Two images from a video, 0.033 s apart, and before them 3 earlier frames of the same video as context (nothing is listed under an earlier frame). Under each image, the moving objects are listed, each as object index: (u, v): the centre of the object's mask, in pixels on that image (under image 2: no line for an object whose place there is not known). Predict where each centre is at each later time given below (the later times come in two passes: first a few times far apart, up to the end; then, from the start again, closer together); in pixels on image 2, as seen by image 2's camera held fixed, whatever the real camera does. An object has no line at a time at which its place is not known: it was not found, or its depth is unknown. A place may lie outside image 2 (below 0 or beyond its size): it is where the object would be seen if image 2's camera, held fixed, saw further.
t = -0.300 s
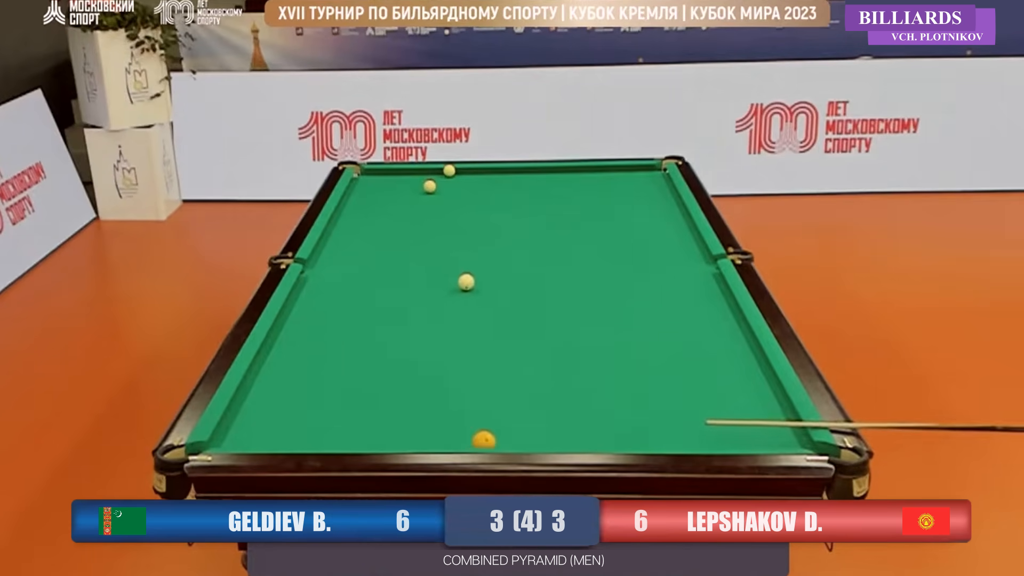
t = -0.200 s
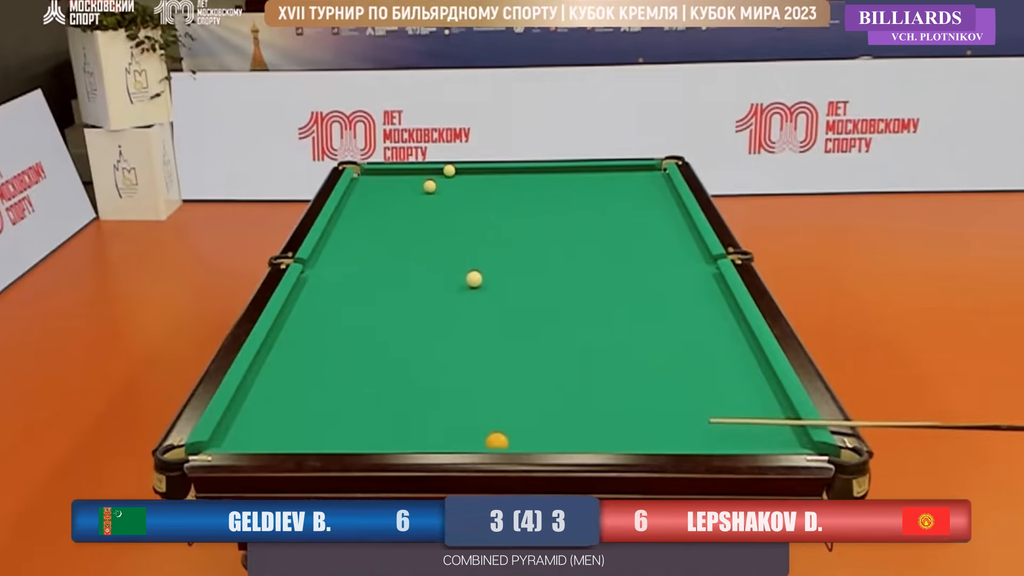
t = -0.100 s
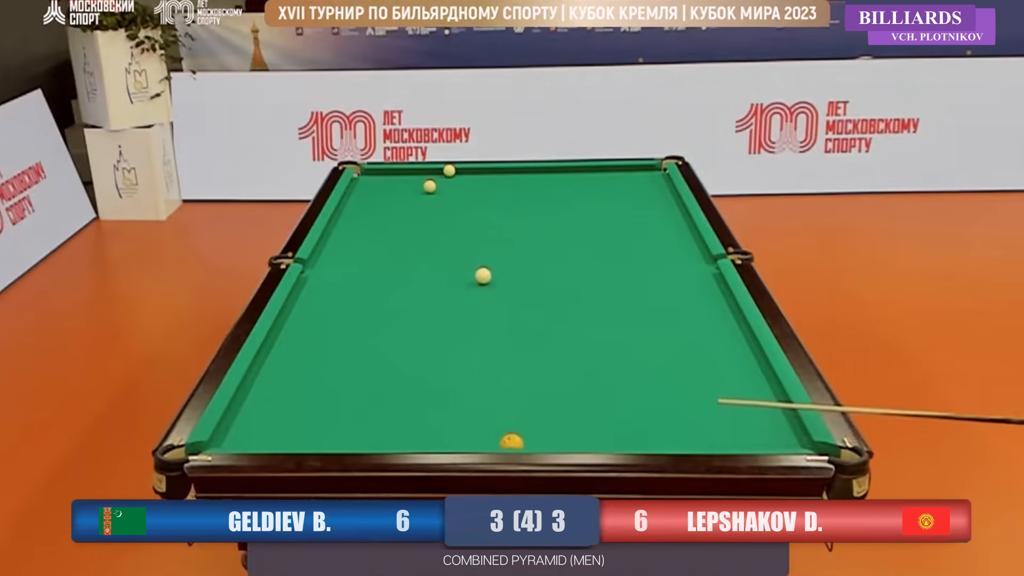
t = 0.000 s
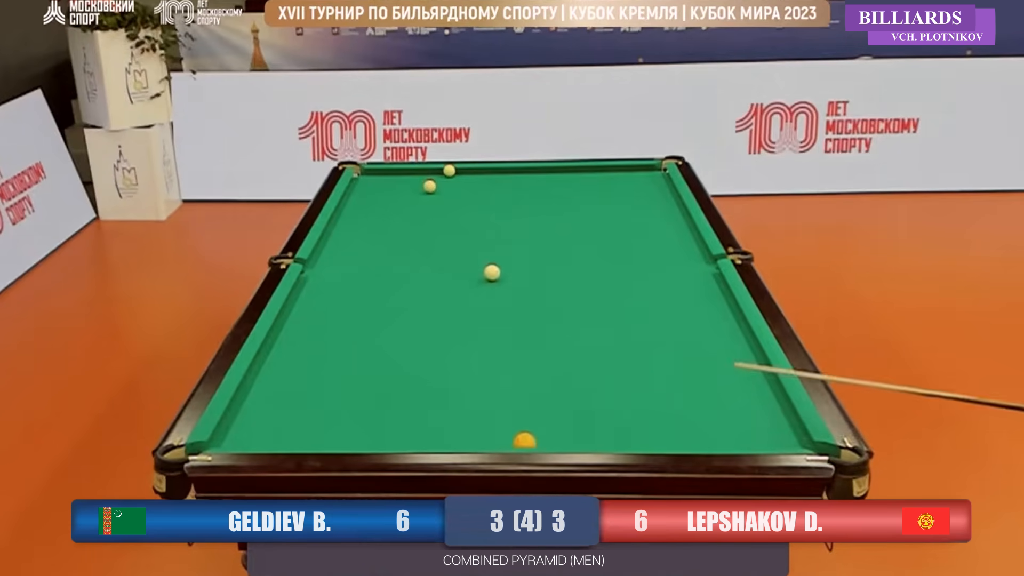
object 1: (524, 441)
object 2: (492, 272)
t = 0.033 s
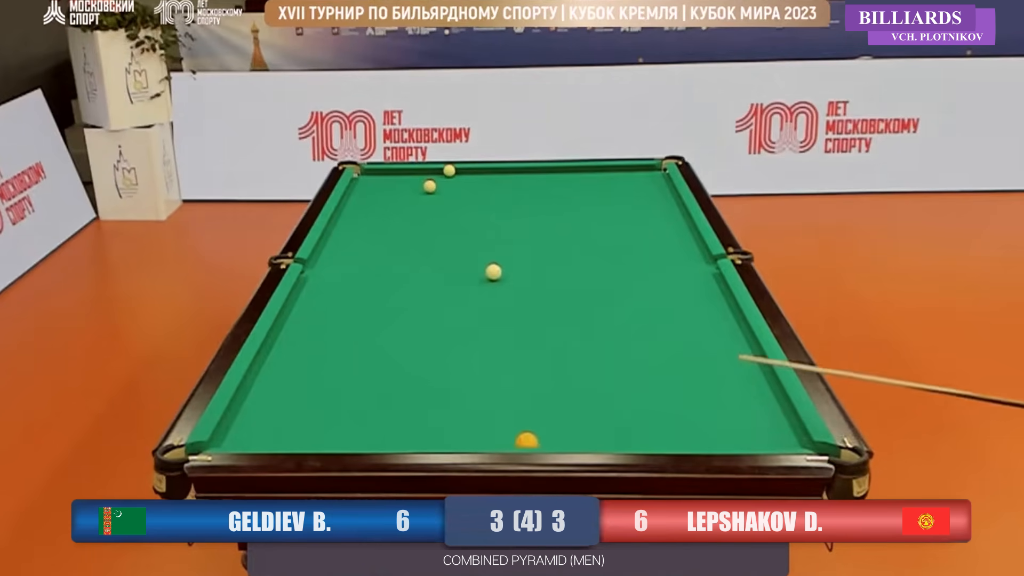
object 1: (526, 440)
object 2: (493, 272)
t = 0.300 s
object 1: (559, 439)
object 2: (516, 264)
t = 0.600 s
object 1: (590, 437)
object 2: (536, 256)
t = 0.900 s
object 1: (620, 435)
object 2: (557, 249)
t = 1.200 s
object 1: (648, 434)
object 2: (575, 242)
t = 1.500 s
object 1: (674, 432)
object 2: (593, 236)
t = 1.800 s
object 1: (697, 430)
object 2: (608, 230)
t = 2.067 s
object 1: (717, 428)
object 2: (621, 226)
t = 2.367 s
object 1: (736, 427)
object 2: (635, 221)
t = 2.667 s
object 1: (754, 426)
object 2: (648, 216)
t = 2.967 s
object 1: (769, 425)
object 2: (659, 212)
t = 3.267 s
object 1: (783, 424)
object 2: (670, 208)
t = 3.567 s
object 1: (789, 423)
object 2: (677, 205)
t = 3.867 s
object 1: (783, 423)
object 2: (671, 203)
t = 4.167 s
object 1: (779, 422)
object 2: (665, 201)
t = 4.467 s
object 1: (778, 422)
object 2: (660, 199)
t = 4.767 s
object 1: (778, 422)
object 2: (656, 198)
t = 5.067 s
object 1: (778, 422)
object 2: (653, 197)
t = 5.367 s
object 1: (778, 422)
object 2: (650, 196)
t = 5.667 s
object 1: (778, 422)
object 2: (648, 196)
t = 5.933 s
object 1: (778, 422)
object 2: (647, 196)
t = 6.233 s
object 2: (647, 196)
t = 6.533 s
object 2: (647, 195)
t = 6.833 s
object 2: (647, 195)
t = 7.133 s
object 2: (647, 195)
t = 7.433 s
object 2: (647, 195)
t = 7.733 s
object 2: (647, 195)
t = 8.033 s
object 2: (647, 195)
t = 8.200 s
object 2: (647, 195)
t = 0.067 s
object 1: (530, 440)
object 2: (496, 271)
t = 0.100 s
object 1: (535, 440)
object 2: (499, 270)
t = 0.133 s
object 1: (539, 440)
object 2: (502, 269)
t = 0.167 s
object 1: (543, 440)
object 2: (505, 268)
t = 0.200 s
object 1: (545, 439)
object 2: (506, 267)
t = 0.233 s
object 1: (551, 439)
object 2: (510, 266)
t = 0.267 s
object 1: (555, 439)
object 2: (513, 265)
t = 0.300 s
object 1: (559, 439)
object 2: (516, 264)
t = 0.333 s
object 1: (561, 439)
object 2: (517, 263)
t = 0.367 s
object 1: (565, 438)
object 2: (520, 262)
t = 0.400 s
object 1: (569, 438)
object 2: (522, 262)
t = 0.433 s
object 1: (572, 438)
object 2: (525, 260)
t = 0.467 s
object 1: (577, 438)
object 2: (527, 260)
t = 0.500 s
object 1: (578, 438)
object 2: (529, 259)
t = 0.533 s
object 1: (582, 438)
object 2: (531, 258)
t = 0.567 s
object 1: (586, 438)
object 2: (534, 257)
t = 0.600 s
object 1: (590, 437)
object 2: (536, 256)
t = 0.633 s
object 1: (593, 437)
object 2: (539, 256)
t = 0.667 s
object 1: (597, 437)
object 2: (541, 255)
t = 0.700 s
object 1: (601, 436)
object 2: (544, 254)
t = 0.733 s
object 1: (604, 436)
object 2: (546, 253)
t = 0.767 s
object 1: (606, 436)
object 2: (547, 253)
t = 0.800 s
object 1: (610, 436)
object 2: (550, 251)
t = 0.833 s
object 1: (613, 436)
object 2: (552, 251)
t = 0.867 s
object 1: (617, 435)
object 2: (554, 250)
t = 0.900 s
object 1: (620, 435)
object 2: (557, 249)
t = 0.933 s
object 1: (622, 435)
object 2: (558, 249)
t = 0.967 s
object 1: (625, 435)
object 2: (560, 248)
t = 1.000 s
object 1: (628, 435)
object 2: (562, 247)
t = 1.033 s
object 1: (633, 435)
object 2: (566, 246)
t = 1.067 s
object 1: (635, 435)
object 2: (567, 246)
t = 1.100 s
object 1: (638, 434)
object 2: (569, 245)
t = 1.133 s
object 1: (642, 434)
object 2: (571, 244)
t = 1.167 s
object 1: (645, 434)
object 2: (573, 243)
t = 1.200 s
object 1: (648, 434)
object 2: (575, 242)
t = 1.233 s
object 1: (650, 434)
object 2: (576, 242)
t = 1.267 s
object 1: (653, 433)
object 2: (578, 241)
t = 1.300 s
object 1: (656, 433)
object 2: (581, 240)
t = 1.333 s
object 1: (659, 433)
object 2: (583, 240)
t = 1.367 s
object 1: (662, 433)
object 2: (585, 239)
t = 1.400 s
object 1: (664, 432)
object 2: (586, 238)
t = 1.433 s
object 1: (668, 432)
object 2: (589, 237)
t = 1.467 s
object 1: (671, 432)
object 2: (591, 237)
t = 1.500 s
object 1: (674, 432)
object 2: (593, 236)
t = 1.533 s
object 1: (676, 431)
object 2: (594, 236)
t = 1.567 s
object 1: (678, 431)
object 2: (596, 235)
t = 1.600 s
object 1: (681, 431)
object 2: (598, 234)
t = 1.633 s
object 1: (684, 431)
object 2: (600, 234)
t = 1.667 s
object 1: (686, 431)
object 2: (601, 233)
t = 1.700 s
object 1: (689, 430)
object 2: (602, 233)
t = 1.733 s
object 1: (692, 430)
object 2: (604, 232)
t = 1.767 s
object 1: (694, 430)
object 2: (606, 231)
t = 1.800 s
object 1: (697, 430)
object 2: (608, 230)
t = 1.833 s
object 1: (700, 430)
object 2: (610, 230)
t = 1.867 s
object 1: (703, 429)
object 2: (612, 229)
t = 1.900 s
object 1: (705, 429)
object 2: (613, 228)
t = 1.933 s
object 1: (708, 429)
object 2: (615, 228)
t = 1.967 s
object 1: (708, 429)
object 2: (616, 228)
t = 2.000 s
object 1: (711, 429)
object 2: (618, 227)
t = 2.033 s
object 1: (714, 429)
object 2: (619, 226)
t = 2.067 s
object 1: (717, 428)
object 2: (621, 226)
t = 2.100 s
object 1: (719, 428)
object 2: (623, 225)
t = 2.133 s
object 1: (720, 428)
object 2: (624, 225)
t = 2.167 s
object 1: (723, 428)
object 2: (625, 224)
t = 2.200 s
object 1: (725, 428)
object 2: (627, 224)
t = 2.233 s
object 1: (729, 427)
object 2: (629, 223)
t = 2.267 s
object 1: (729, 428)
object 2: (630, 222)
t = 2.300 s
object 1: (732, 427)
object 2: (632, 222)
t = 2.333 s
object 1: (734, 427)
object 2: (634, 221)
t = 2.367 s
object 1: (736, 427)
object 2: (635, 221)
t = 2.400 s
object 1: (738, 427)
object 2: (637, 220)
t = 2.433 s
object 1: (740, 427)
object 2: (637, 220)
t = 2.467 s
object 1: (742, 426)
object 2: (639, 219)
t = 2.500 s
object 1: (744, 426)
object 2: (641, 219)
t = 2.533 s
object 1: (746, 426)
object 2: (642, 218)
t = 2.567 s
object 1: (747, 426)
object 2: (643, 218)
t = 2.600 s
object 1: (749, 426)
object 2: (644, 217)
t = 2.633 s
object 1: (752, 426)
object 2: (646, 217)
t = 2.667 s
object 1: (754, 426)
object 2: (648, 216)
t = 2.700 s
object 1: (757, 425)
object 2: (649, 215)
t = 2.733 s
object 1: (757, 425)
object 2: (650, 215)
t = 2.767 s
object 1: (759, 425)
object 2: (651, 215)
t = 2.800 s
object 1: (762, 425)
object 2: (653, 214)
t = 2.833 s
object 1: (763, 425)
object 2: (654, 214)
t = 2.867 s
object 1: (764, 425)
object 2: (655, 213)
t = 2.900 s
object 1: (766, 425)
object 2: (656, 213)
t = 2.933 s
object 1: (768, 425)
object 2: (658, 213)
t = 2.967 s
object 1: (769, 425)
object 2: (659, 212)
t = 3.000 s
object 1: (771, 425)
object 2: (660, 212)
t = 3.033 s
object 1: (773, 424)
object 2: (662, 211)
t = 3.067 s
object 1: (775, 424)
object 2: (663, 211)
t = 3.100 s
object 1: (776, 424)
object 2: (664, 210)
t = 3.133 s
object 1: (778, 424)
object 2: (665, 210)
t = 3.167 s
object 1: (779, 424)
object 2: (666, 210)
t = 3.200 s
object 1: (780, 424)
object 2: (667, 209)
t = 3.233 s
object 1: (782, 424)
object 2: (668, 209)
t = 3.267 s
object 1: (783, 424)
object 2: (670, 208)
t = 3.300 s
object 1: (785, 424)
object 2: (671, 208)
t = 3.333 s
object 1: (786, 424)
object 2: (671, 208)
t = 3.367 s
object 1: (787, 423)
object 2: (673, 207)
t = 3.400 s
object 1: (788, 423)
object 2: (674, 207)
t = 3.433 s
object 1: (790, 423)
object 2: (675, 206)
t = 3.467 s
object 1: (791, 423)
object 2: (676, 206)
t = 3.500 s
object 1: (791, 423)
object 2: (677, 205)
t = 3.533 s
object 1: (790, 423)
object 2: (678, 205)
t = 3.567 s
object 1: (789, 423)
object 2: (677, 205)
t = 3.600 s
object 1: (788, 423)
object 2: (677, 205)
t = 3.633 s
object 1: (788, 423)
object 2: (676, 204)
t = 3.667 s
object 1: (787, 423)
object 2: (675, 204)
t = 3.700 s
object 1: (786, 423)
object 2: (675, 204)
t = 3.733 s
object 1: (786, 423)
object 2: (674, 204)
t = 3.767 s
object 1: (786, 423)
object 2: (674, 204)
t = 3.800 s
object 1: (785, 423)
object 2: (673, 203)
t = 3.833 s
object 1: (784, 423)
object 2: (672, 203)
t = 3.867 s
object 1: (783, 423)
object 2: (671, 203)
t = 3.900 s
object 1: (783, 423)
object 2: (671, 203)
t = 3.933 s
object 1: (782, 423)
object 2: (670, 203)
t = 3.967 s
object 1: (782, 423)
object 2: (669, 202)
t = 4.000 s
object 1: (781, 423)
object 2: (669, 202)
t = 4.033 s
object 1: (781, 423)
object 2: (668, 202)
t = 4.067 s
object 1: (780, 423)
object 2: (667, 202)
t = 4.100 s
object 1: (780, 423)
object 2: (667, 201)
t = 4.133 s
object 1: (779, 422)
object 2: (666, 201)
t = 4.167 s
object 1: (779, 422)
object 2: (665, 201)
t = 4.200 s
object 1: (779, 422)
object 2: (664, 201)
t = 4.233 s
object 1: (779, 422)
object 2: (664, 200)
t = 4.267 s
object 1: (778, 422)
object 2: (663, 200)
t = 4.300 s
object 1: (778, 422)
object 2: (662, 200)
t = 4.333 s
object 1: (778, 422)
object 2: (662, 200)
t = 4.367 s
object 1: (778, 422)
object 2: (661, 200)
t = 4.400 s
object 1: (778, 422)
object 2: (661, 200)
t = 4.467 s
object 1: (778, 422)
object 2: (660, 199)
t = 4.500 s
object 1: (778, 422)
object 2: (660, 199)
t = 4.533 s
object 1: (778, 422)
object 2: (659, 199)
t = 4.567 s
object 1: (778, 422)
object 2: (658, 199)
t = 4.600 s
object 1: (778, 422)
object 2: (658, 199)
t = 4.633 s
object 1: (778, 422)
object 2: (658, 198)
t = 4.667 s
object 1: (778, 422)
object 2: (657, 198)
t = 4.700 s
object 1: (778, 422)
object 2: (657, 198)
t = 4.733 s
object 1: (778, 422)
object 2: (656, 198)
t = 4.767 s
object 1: (778, 422)
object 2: (656, 198)
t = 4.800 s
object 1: (778, 422)
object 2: (656, 198)
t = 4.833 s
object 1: (778, 422)
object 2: (655, 198)
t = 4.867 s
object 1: (778, 422)
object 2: (655, 198)
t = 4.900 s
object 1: (778, 422)
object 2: (655, 198)
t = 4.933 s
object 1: (778, 422)
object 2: (654, 197)
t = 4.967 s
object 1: (778, 422)
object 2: (654, 197)
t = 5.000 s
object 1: (778, 422)
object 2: (653, 197)
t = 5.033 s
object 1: (778, 422)
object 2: (653, 197)
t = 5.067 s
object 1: (778, 422)
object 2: (653, 197)
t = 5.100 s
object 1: (778, 422)
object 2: (652, 197)
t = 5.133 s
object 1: (778, 422)
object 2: (652, 197)
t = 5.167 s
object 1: (778, 422)
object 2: (652, 197)
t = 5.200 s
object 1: (778, 422)
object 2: (651, 197)
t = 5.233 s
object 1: (778, 422)
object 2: (651, 196)
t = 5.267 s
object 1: (778, 422)
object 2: (651, 196)
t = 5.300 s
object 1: (777, 422)
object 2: (651, 196)
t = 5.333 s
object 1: (778, 422)
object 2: (650, 196)
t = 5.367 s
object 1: (778, 422)
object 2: (650, 196)
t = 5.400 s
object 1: (778, 422)
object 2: (650, 196)
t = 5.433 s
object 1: (778, 422)
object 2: (649, 196)
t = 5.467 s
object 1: (778, 422)
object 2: (649, 196)
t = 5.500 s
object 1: (778, 422)
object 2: (649, 196)
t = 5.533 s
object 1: (778, 422)
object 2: (649, 196)
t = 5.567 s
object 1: (778, 422)
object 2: (649, 196)
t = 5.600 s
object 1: (778, 422)
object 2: (648, 196)
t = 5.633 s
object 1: (778, 422)
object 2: (648, 196)
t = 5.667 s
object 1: (778, 422)
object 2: (648, 196)
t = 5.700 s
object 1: (778, 422)
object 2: (648, 196)
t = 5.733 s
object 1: (778, 422)
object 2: (648, 196)
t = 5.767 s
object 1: (778, 422)
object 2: (648, 196)
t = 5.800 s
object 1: (778, 422)
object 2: (647, 196)
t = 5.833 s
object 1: (777, 422)
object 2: (647, 196)
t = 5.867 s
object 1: (777, 422)
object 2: (647, 196)
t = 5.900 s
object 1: (778, 422)
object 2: (647, 196)
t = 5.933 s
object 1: (778, 422)
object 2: (647, 196)
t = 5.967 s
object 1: (778, 422)
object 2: (647, 196)
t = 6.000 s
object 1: (777, 422)
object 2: (647, 196)
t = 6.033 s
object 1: (775, 422)
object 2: (647, 196)
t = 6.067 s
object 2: (647, 195)
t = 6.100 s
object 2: (647, 196)
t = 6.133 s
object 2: (647, 196)
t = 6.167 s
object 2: (647, 196)
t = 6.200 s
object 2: (647, 195)
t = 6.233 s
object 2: (647, 196)
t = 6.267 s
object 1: (779, 422)
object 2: (647, 195)
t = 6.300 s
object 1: (778, 422)
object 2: (647, 196)
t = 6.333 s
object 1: (778, 422)
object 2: (647, 195)
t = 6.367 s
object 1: (778, 422)
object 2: (647, 195)
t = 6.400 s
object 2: (647, 195)
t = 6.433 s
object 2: (647, 196)
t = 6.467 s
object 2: (647, 196)
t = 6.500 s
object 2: (647, 195)
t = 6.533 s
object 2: (647, 195)
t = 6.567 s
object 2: (647, 195)
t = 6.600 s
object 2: (647, 195)
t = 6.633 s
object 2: (647, 195)
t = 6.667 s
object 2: (647, 196)
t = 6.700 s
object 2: (647, 195)
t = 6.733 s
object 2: (647, 195)
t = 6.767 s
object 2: (647, 195)
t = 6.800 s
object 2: (647, 195)
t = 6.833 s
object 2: (647, 195)
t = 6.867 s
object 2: (647, 195)
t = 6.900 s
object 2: (647, 195)
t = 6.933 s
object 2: (647, 195)
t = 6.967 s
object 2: (647, 195)
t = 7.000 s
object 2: (647, 195)
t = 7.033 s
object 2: (647, 195)
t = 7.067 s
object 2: (647, 195)
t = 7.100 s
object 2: (647, 195)
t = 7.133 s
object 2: (647, 195)
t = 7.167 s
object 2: (647, 195)
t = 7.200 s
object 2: (647, 195)
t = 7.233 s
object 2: (647, 195)
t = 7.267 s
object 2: (647, 195)
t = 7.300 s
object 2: (647, 195)
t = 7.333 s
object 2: (647, 195)
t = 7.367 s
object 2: (647, 195)
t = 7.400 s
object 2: (647, 195)
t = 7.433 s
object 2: (647, 195)
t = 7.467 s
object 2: (647, 195)
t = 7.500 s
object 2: (647, 195)
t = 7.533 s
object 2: (647, 195)
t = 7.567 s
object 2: (647, 195)
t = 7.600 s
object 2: (647, 195)
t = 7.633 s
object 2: (647, 195)
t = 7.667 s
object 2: (647, 195)
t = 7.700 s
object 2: (647, 195)
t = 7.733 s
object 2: (647, 195)
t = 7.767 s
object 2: (647, 195)
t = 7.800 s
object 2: (647, 195)
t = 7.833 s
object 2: (647, 195)
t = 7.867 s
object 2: (647, 195)
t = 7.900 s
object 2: (647, 195)
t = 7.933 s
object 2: (647, 195)
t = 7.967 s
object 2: (647, 195)
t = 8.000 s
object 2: (647, 195)
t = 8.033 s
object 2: (647, 195)
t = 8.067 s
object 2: (647, 195)
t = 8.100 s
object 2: (647, 195)
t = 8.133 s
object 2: (647, 195)
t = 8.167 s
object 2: (647, 195)
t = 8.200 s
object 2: (647, 195)
